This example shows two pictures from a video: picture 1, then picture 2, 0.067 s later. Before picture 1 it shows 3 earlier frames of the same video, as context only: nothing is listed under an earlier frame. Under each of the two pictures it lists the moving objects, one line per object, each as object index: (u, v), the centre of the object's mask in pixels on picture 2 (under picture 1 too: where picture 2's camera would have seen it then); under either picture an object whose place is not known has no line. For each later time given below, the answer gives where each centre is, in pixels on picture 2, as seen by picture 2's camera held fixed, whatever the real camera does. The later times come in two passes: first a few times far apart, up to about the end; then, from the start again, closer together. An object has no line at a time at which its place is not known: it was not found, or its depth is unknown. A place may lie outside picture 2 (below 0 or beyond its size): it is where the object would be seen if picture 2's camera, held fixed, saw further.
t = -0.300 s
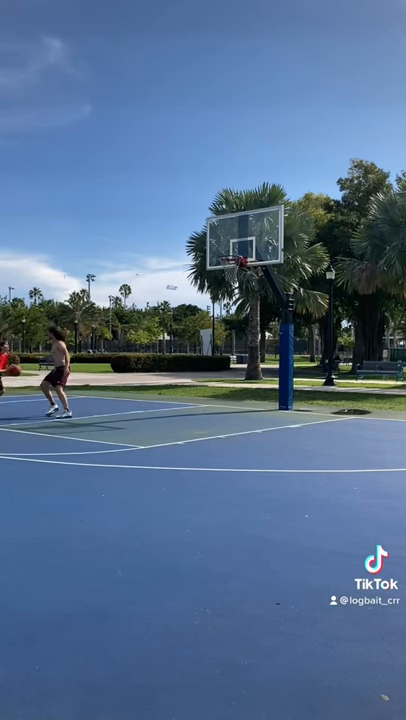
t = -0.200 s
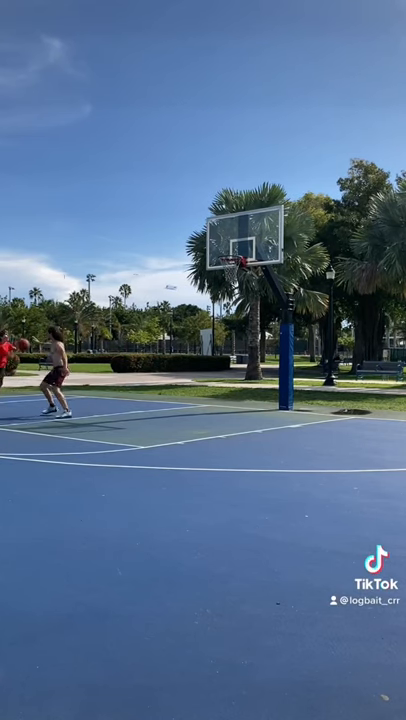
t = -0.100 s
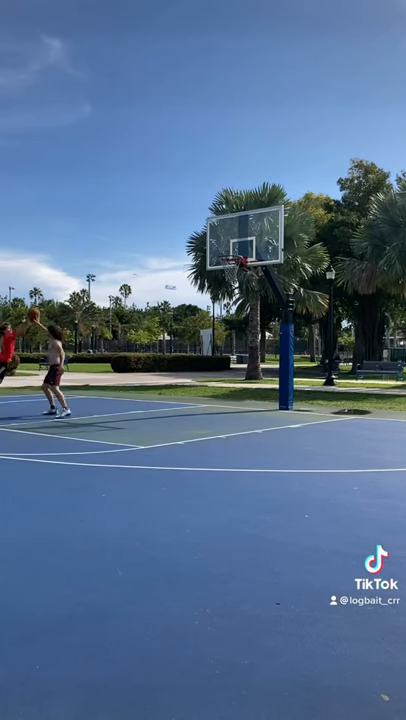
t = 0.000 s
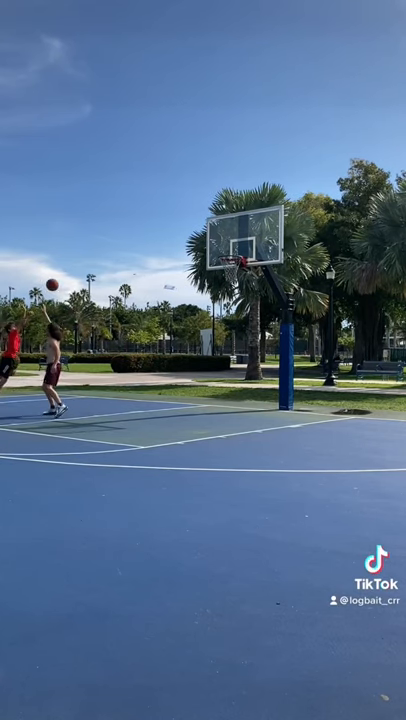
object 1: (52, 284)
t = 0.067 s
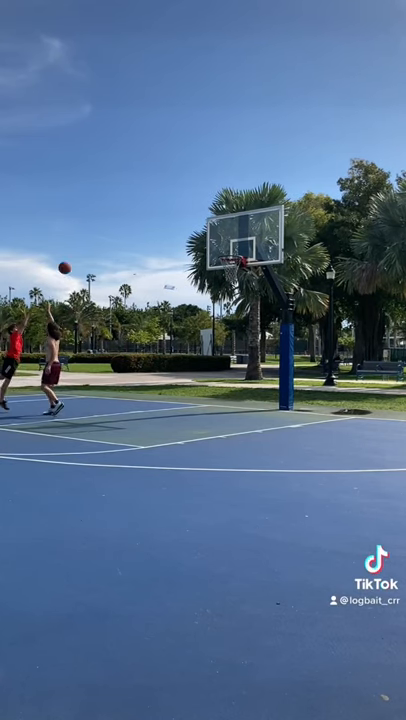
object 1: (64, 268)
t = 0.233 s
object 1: (95, 235)
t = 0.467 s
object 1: (137, 211)
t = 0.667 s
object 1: (174, 213)
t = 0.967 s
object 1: (229, 253)
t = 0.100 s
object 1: (70, 260)
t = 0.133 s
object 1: (77, 253)
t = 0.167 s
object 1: (83, 246)
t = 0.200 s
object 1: (89, 240)
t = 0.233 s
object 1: (95, 235)
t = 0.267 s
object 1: (101, 230)
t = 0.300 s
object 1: (107, 225)
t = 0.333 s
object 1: (113, 222)
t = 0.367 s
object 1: (119, 218)
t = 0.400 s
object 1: (125, 215)
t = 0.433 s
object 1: (131, 213)
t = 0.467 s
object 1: (137, 211)
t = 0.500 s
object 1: (143, 210)
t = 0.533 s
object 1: (149, 210)
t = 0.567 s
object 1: (155, 210)
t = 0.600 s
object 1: (162, 210)
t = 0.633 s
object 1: (168, 211)
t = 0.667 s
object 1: (174, 213)
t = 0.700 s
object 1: (180, 215)
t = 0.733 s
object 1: (186, 218)
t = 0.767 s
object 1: (192, 221)
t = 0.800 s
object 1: (198, 225)
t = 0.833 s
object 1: (205, 230)
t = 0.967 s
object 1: (229, 253)
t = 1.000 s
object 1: (233, 255)
